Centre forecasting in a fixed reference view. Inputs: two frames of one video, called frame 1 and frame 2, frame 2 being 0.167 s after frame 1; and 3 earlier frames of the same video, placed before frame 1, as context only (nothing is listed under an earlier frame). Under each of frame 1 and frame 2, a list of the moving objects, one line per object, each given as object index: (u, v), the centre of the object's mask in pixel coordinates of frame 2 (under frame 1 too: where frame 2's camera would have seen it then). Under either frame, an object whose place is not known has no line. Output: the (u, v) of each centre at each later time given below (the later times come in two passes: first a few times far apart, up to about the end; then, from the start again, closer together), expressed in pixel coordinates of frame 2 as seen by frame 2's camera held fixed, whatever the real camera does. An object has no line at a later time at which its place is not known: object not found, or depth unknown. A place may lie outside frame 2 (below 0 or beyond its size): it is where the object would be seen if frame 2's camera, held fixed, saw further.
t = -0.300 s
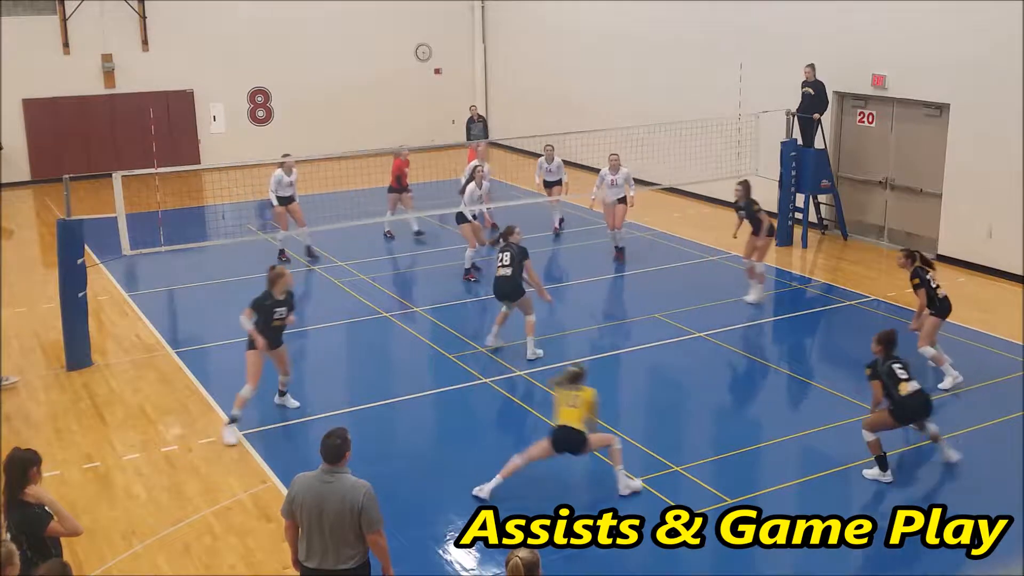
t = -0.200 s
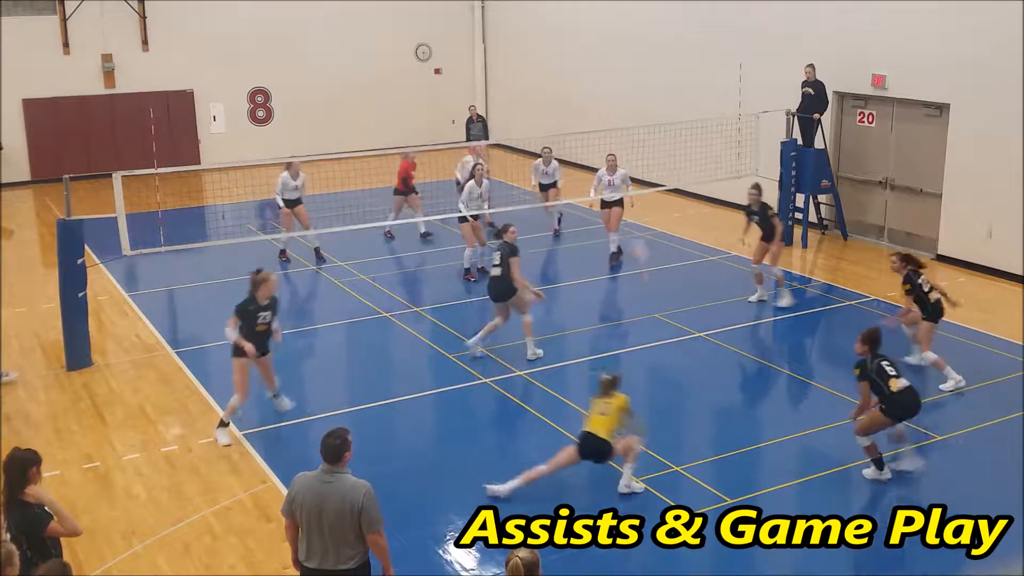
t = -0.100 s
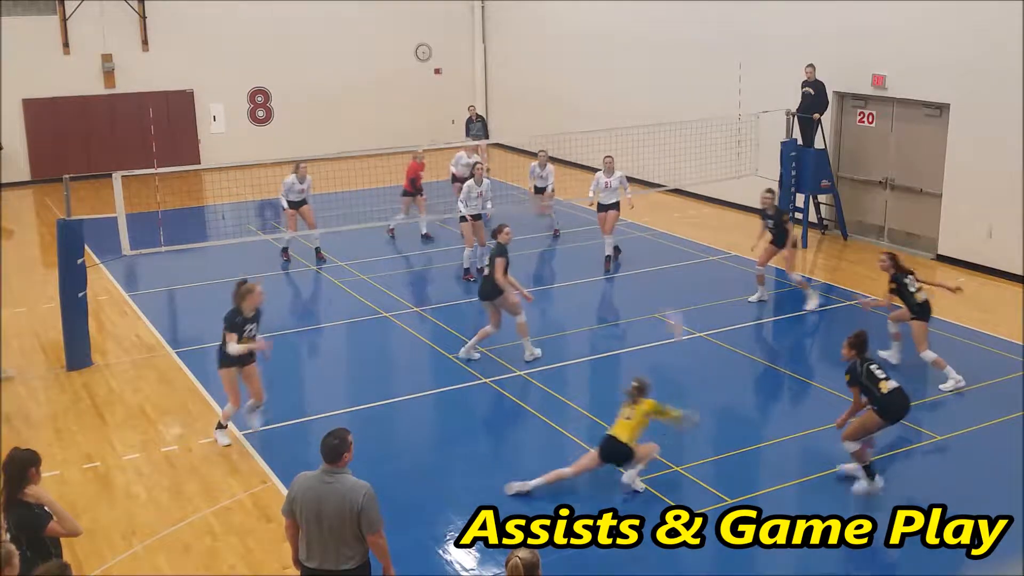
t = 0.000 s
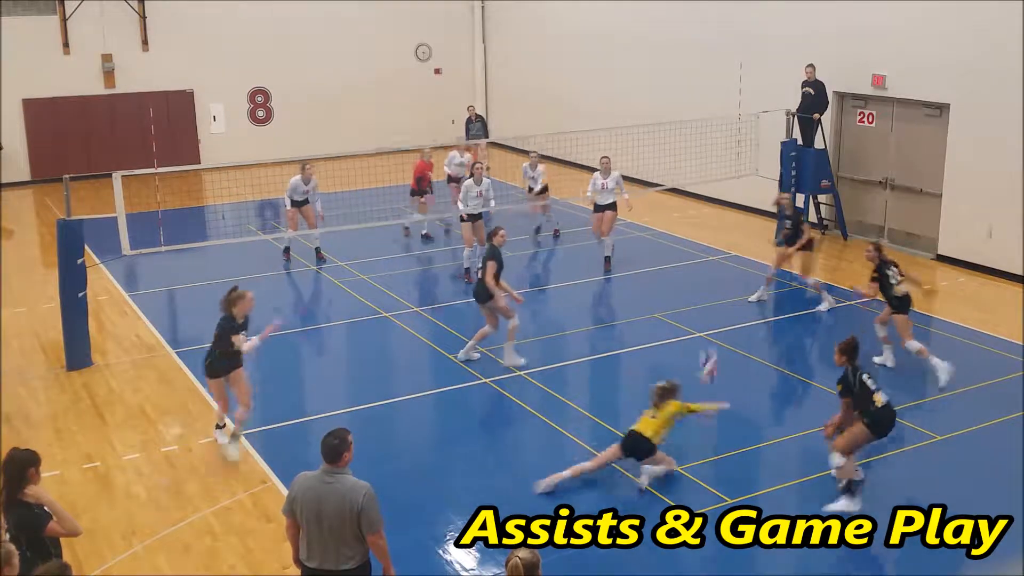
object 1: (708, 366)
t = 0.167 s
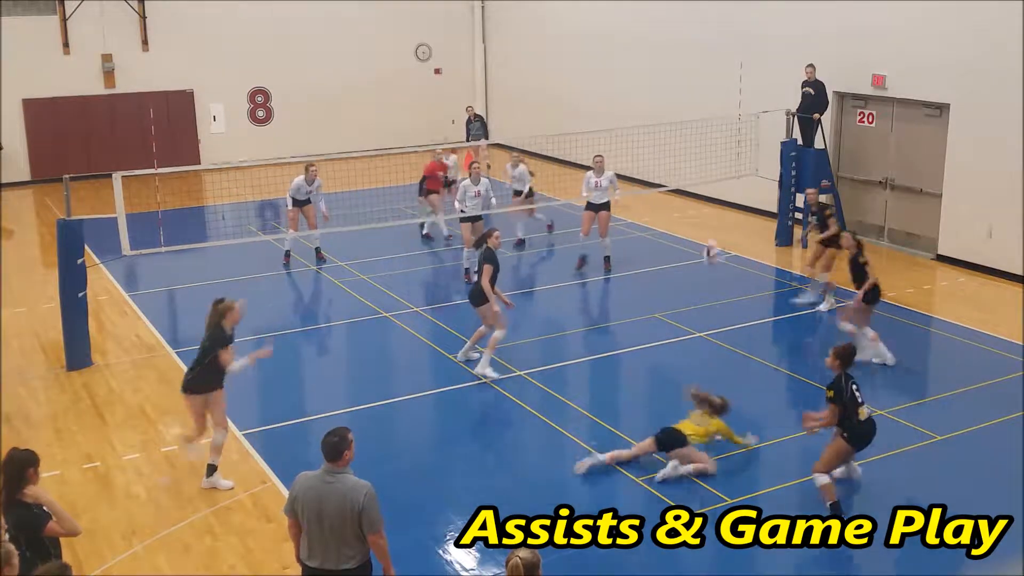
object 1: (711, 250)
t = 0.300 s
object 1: (717, 178)
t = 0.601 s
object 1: (725, 77)
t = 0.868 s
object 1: (728, 69)
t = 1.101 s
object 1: (728, 126)
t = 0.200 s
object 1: (717, 231)
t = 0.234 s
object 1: (716, 212)
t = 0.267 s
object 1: (717, 192)
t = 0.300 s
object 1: (717, 178)
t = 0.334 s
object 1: (718, 160)
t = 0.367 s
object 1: (720, 145)
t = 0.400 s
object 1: (721, 132)
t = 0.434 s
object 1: (721, 121)
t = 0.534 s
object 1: (724, 92)
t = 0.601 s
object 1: (725, 77)
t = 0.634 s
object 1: (725, 72)
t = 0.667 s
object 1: (726, 68)
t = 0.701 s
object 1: (727, 66)
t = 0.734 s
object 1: (727, 63)
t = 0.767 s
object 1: (727, 63)
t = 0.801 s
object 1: (727, 62)
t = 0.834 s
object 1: (727, 65)
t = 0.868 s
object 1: (728, 69)
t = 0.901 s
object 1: (728, 74)
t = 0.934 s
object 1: (728, 77)
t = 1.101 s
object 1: (728, 126)
